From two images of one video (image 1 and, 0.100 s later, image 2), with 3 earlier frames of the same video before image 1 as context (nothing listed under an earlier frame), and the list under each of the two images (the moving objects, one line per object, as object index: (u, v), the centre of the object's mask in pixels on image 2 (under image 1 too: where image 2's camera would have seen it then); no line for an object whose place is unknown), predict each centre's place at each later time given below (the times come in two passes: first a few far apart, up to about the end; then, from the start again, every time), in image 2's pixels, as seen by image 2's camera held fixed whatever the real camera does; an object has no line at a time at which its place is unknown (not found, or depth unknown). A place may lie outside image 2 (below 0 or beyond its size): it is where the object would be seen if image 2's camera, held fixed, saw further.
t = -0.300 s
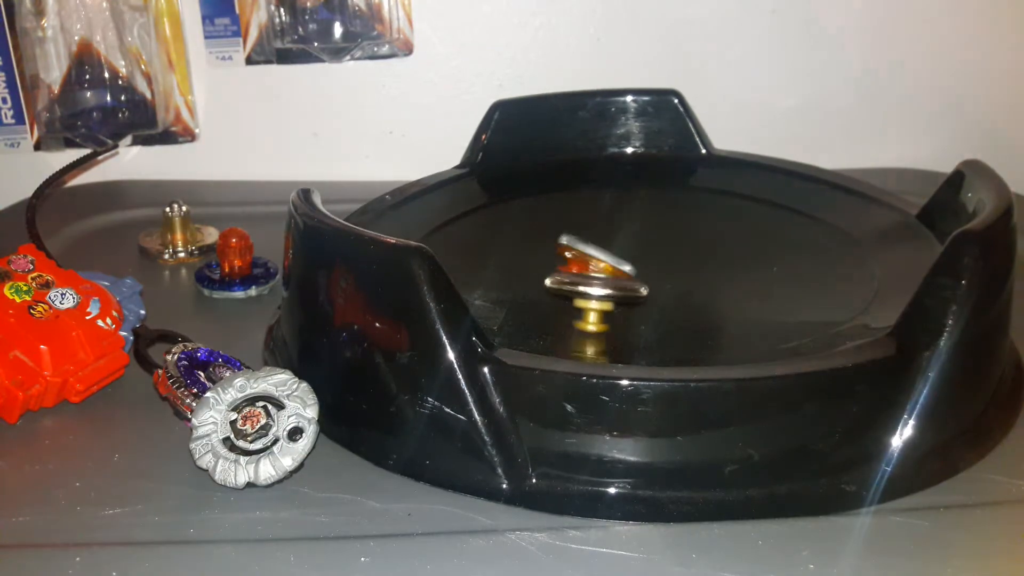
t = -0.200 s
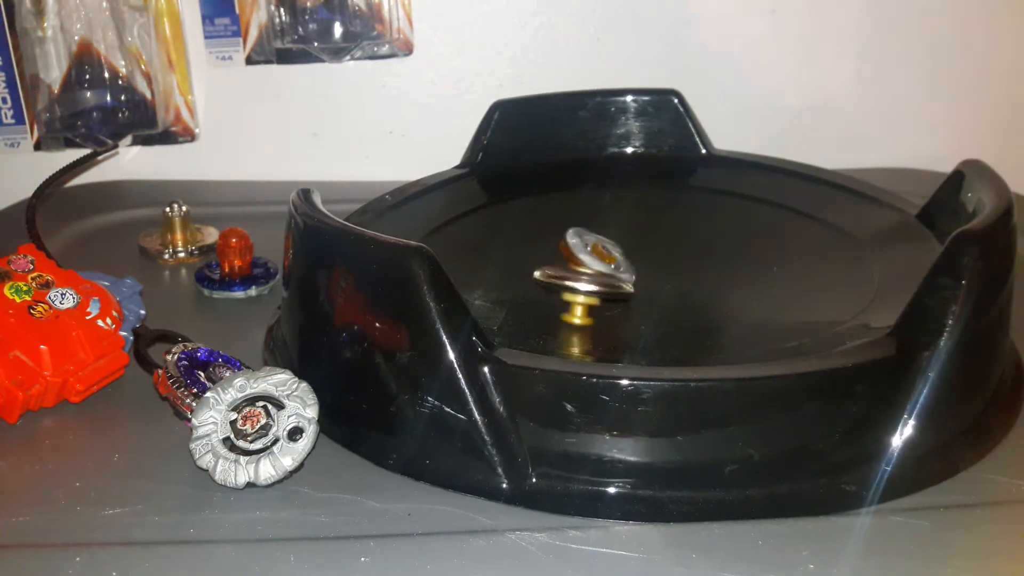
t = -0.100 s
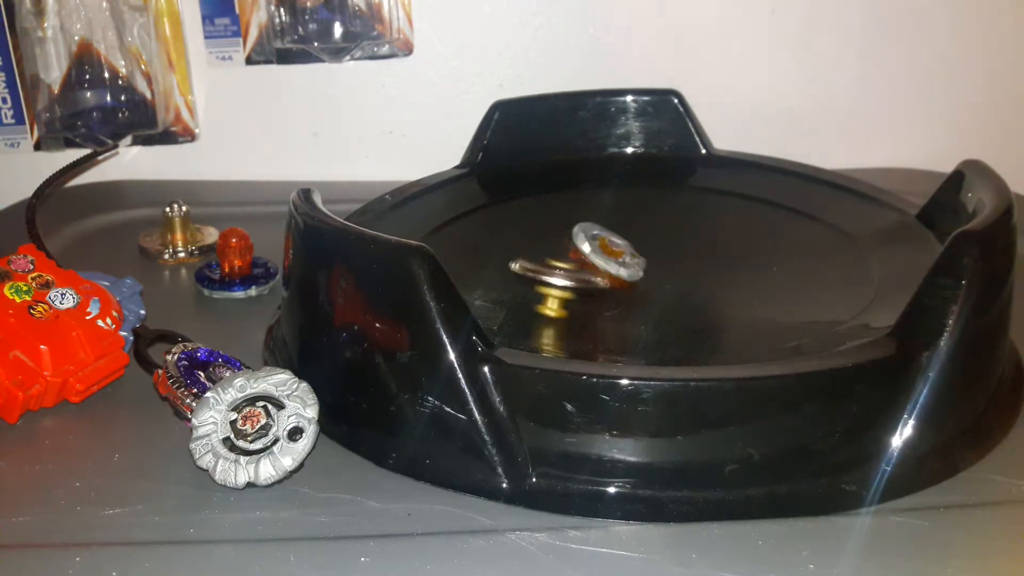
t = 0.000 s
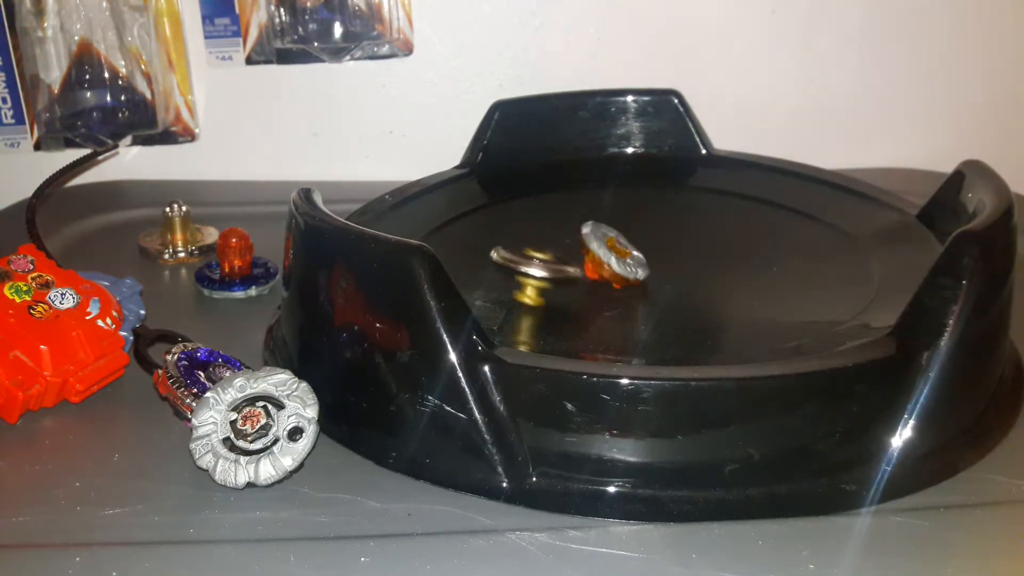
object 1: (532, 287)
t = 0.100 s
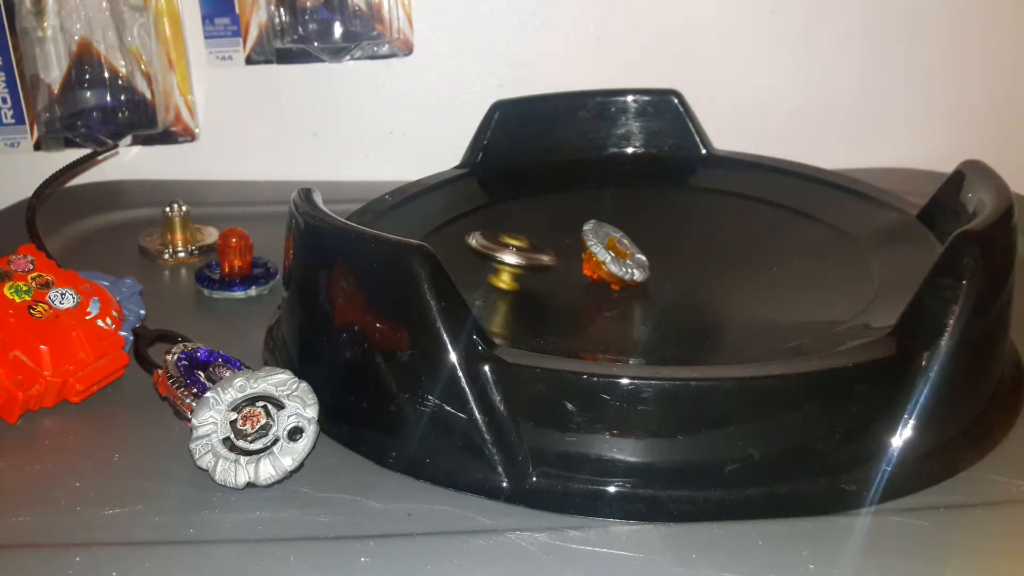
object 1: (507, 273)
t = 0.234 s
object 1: (471, 248)
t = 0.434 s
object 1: (449, 235)
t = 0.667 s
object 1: (480, 259)
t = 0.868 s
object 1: (549, 281)
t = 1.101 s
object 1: (603, 291)
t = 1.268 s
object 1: (643, 295)
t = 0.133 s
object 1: (497, 267)
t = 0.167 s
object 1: (488, 265)
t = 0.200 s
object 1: (480, 260)
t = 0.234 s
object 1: (471, 248)
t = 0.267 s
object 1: (465, 245)
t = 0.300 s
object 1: (458, 236)
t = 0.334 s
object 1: (454, 235)
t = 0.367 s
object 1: (450, 234)
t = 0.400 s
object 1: (449, 234)
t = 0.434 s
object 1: (449, 235)
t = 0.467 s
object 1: (451, 237)
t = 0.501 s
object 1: (454, 239)
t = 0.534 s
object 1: (458, 244)
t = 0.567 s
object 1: (463, 247)
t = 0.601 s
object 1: (469, 252)
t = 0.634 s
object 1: (474, 256)
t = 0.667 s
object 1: (480, 259)
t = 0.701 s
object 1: (487, 261)
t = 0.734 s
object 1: (498, 263)
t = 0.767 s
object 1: (510, 265)
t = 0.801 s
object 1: (522, 279)
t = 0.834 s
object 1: (537, 280)
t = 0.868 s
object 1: (549, 281)
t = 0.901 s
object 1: (559, 284)
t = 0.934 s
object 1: (565, 285)
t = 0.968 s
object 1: (571, 286)
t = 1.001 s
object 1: (579, 289)
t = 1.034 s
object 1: (586, 289)
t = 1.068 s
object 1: (593, 291)
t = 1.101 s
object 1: (603, 291)
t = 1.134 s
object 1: (612, 292)
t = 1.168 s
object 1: (621, 294)
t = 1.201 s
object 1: (629, 295)
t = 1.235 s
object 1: (637, 296)
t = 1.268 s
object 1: (643, 295)
